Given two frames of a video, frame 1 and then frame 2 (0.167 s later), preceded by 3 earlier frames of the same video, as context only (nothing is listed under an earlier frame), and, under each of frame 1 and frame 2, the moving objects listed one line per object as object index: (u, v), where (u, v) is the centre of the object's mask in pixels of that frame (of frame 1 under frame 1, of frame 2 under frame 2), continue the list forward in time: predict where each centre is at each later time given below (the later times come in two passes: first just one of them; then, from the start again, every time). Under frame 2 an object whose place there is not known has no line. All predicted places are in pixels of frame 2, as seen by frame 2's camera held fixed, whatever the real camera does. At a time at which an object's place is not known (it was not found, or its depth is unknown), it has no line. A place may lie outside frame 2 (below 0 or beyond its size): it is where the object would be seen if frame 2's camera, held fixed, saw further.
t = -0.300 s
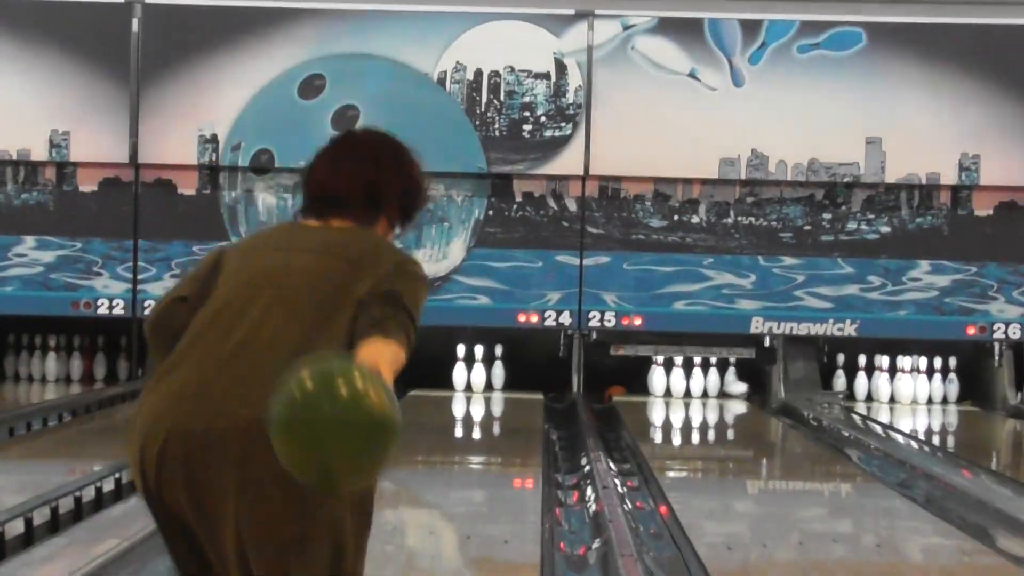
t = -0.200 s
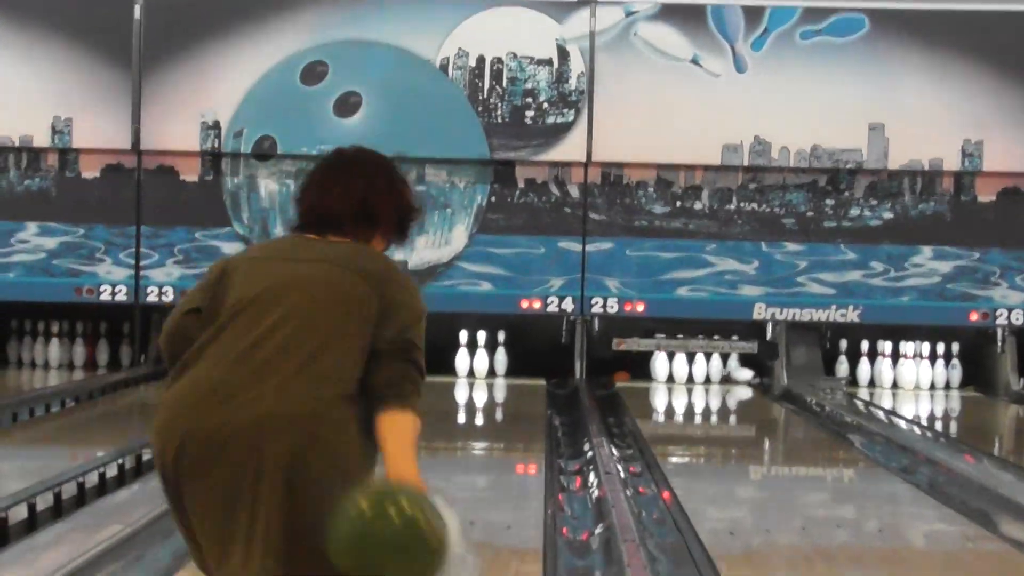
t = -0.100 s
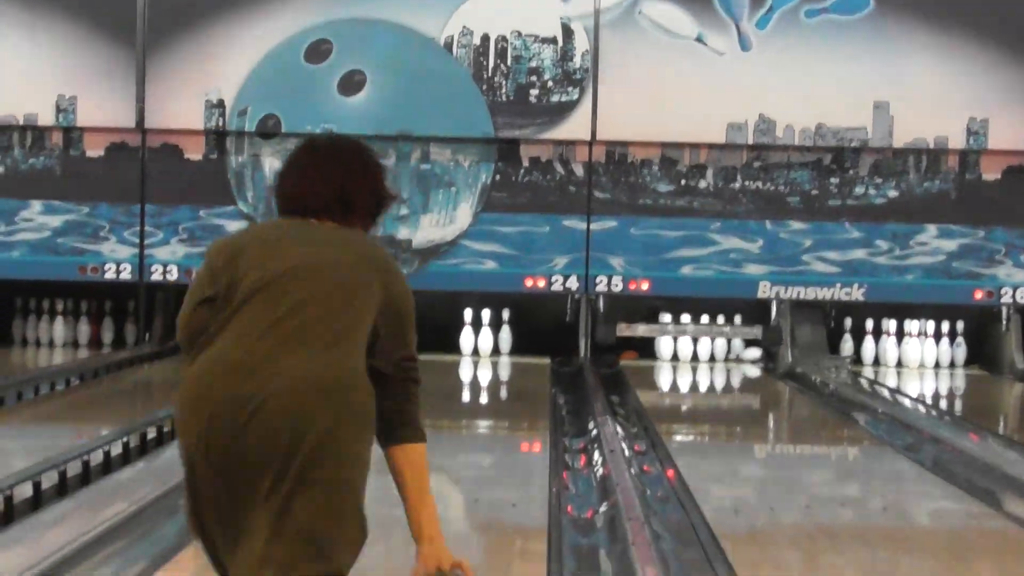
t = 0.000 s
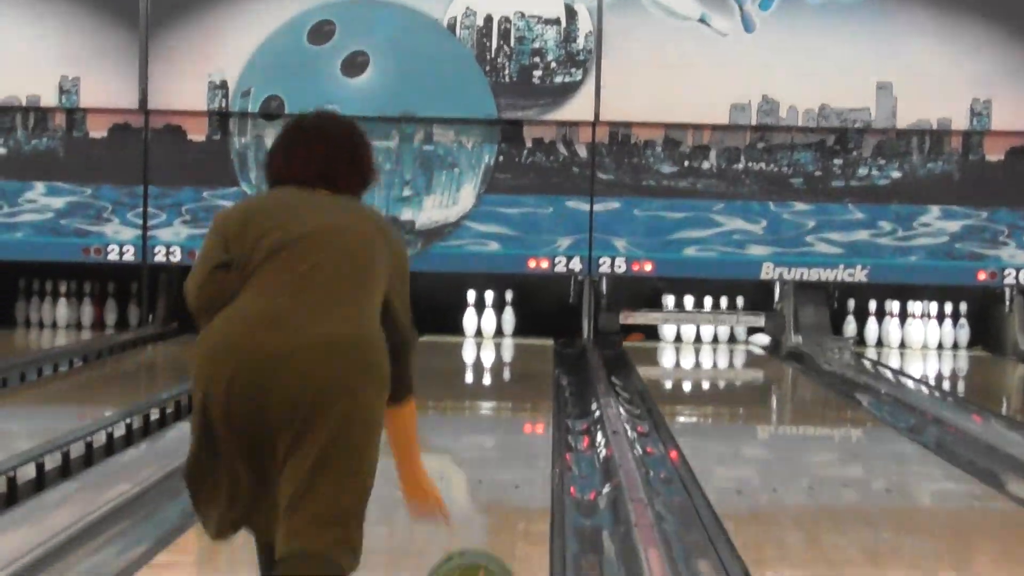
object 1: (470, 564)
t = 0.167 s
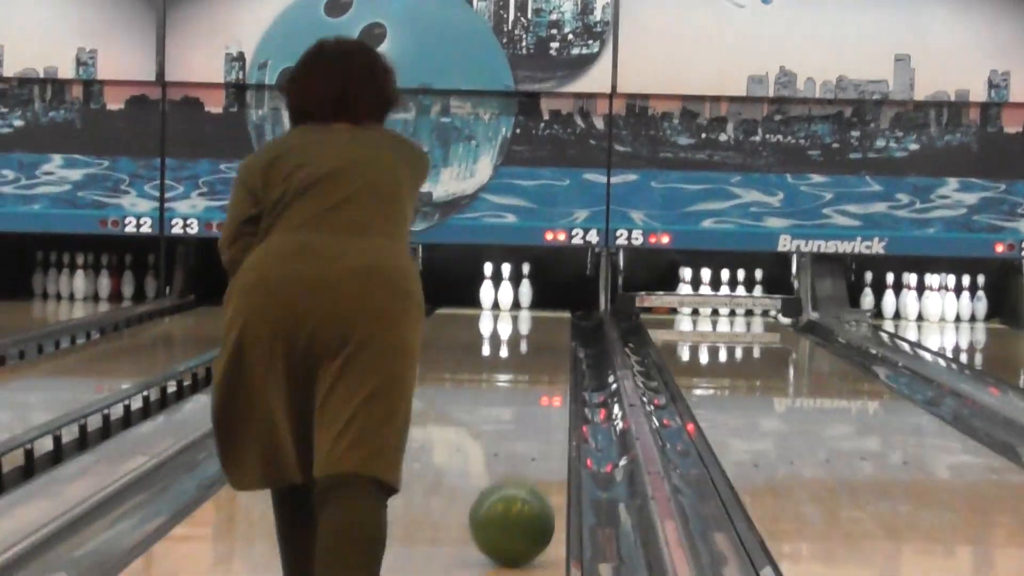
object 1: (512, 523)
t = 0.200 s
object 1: (515, 515)
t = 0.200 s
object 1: (515, 515)
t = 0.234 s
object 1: (519, 508)
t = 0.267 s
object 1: (524, 501)
